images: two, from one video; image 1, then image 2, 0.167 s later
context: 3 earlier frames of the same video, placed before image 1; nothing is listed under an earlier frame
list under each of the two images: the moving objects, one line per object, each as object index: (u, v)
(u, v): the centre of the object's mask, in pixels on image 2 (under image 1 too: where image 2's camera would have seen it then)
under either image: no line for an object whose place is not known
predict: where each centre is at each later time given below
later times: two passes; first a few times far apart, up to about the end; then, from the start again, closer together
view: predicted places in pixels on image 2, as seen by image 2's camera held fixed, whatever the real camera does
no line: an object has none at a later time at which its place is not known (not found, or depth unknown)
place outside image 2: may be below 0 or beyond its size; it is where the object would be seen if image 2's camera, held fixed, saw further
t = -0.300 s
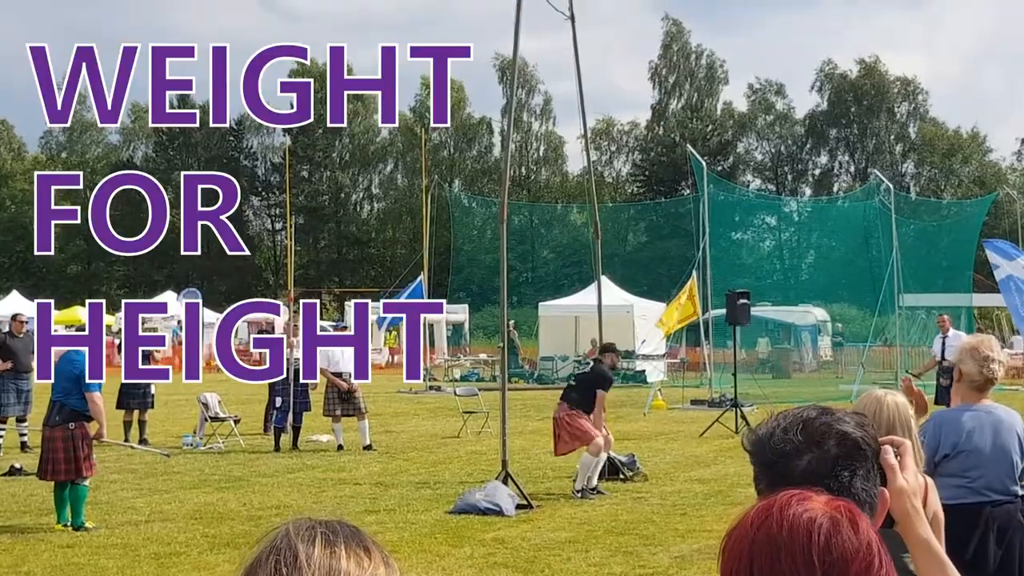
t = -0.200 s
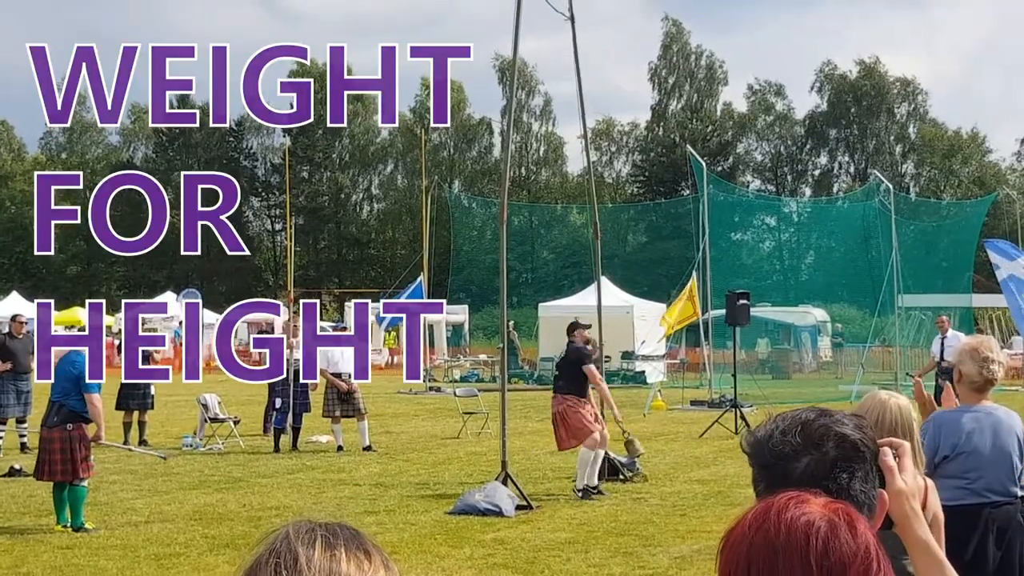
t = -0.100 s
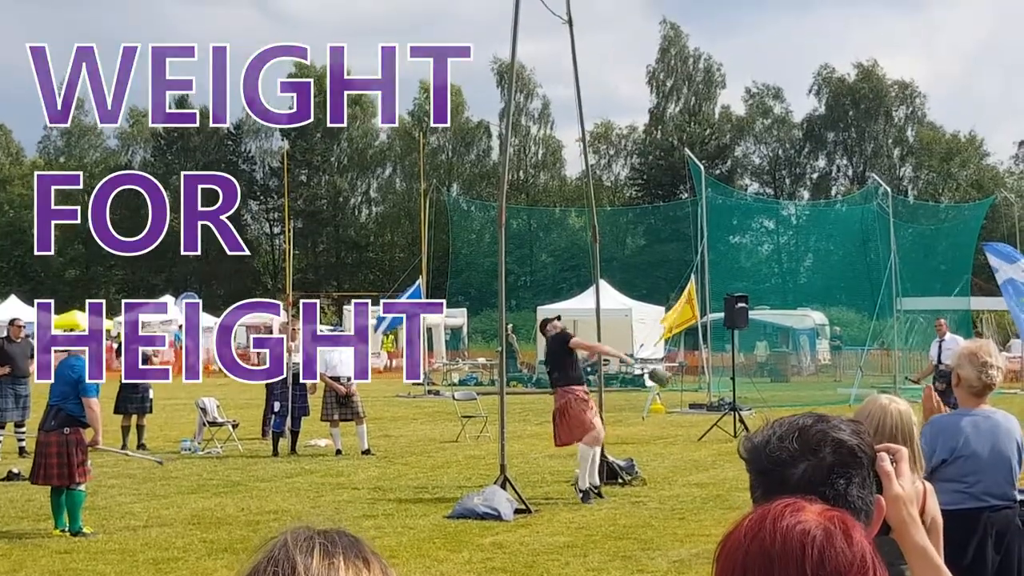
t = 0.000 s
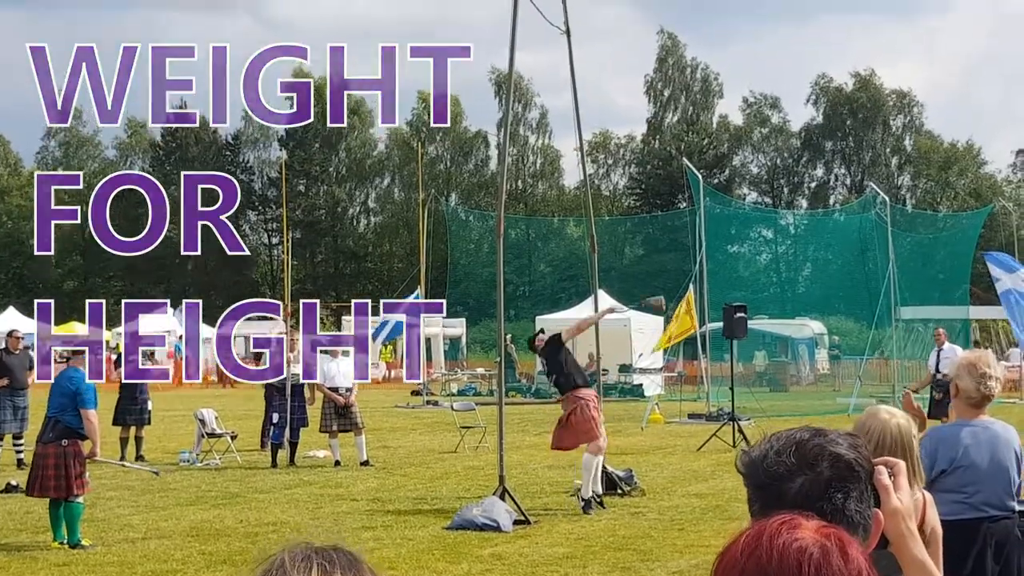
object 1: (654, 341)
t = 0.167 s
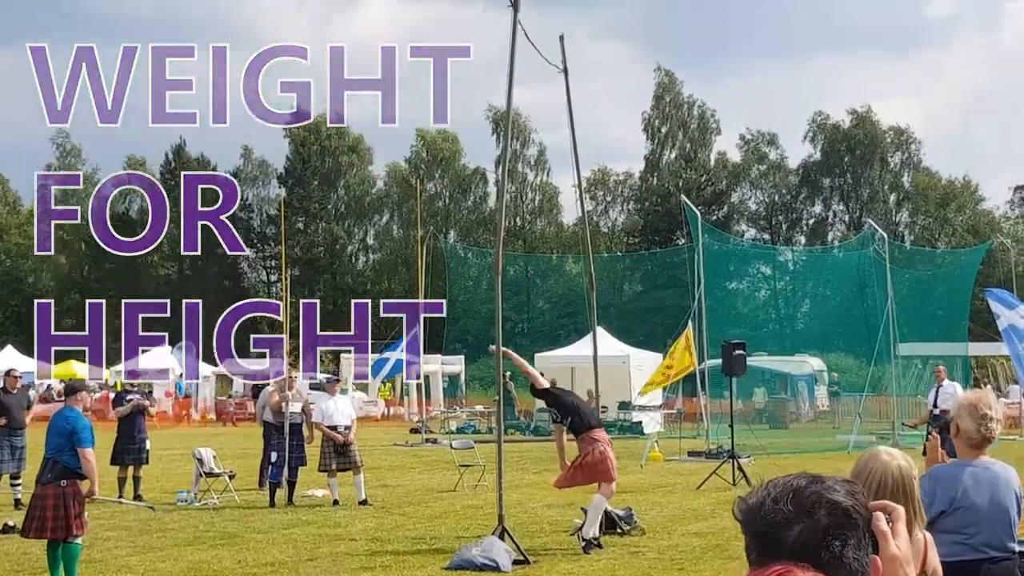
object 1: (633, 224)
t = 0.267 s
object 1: (619, 169)
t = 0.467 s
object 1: (603, 86)
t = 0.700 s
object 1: (569, 27)
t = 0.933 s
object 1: (533, 37)
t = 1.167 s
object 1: (513, 80)
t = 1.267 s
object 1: (505, 108)
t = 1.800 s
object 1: (450, 430)
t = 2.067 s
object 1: (426, 534)
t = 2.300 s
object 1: (427, 541)
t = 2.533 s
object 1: (423, 541)
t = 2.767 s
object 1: (425, 542)
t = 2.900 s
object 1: (423, 542)
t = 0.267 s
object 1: (619, 169)
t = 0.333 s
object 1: (614, 144)
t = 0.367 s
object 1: (612, 129)
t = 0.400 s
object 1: (609, 114)
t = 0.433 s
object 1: (606, 99)
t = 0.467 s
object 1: (603, 86)
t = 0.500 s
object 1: (599, 74)
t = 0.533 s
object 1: (595, 63)
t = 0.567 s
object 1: (591, 53)
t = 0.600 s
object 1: (587, 44)
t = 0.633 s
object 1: (581, 37)
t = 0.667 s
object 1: (575, 31)
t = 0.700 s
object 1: (569, 27)
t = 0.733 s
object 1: (564, 24)
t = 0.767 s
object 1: (557, 22)
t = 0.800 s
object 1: (551, 23)
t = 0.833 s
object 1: (546, 24)
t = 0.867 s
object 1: (540, 26)
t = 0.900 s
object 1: (537, 32)
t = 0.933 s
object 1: (533, 37)
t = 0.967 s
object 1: (530, 43)
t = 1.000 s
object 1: (529, 48)
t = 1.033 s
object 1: (521, 54)
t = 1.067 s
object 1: (517, 62)
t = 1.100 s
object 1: (515, 67)
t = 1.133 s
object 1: (515, 66)
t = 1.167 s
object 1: (513, 80)
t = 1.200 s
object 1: (510, 87)
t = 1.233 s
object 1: (508, 97)
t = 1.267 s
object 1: (505, 108)
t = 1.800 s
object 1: (450, 430)
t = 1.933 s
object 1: (428, 543)
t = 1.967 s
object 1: (428, 541)
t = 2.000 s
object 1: (426, 539)
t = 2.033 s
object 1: (426, 535)
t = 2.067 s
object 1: (426, 534)
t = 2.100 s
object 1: (426, 534)
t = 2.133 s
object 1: (426, 534)
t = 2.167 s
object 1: (426, 535)
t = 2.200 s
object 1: (425, 538)
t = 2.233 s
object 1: (427, 539)
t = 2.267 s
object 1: (428, 541)
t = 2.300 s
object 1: (427, 541)
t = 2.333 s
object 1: (425, 541)
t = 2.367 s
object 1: (423, 541)
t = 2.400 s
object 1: (422, 540)
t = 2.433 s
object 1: (423, 540)
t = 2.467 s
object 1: (423, 540)
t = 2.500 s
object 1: (424, 540)
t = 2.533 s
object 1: (423, 541)
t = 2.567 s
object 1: (424, 541)
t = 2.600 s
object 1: (424, 541)
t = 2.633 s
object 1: (425, 541)
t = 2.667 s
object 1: (425, 541)
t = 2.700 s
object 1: (425, 542)
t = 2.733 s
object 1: (425, 542)
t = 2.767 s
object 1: (425, 542)
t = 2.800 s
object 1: (425, 542)
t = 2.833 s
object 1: (424, 542)
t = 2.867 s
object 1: (423, 542)
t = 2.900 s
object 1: (423, 542)
